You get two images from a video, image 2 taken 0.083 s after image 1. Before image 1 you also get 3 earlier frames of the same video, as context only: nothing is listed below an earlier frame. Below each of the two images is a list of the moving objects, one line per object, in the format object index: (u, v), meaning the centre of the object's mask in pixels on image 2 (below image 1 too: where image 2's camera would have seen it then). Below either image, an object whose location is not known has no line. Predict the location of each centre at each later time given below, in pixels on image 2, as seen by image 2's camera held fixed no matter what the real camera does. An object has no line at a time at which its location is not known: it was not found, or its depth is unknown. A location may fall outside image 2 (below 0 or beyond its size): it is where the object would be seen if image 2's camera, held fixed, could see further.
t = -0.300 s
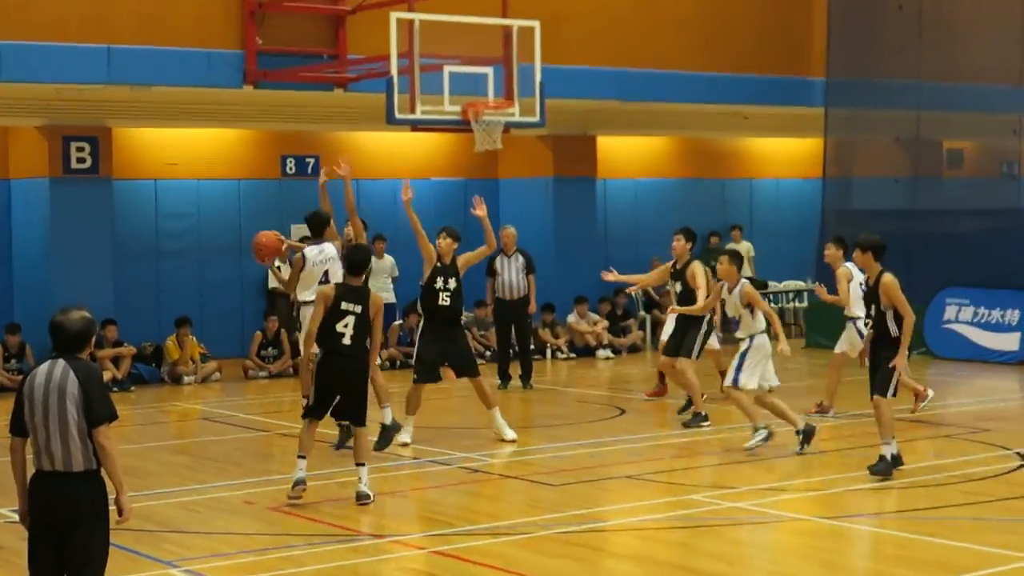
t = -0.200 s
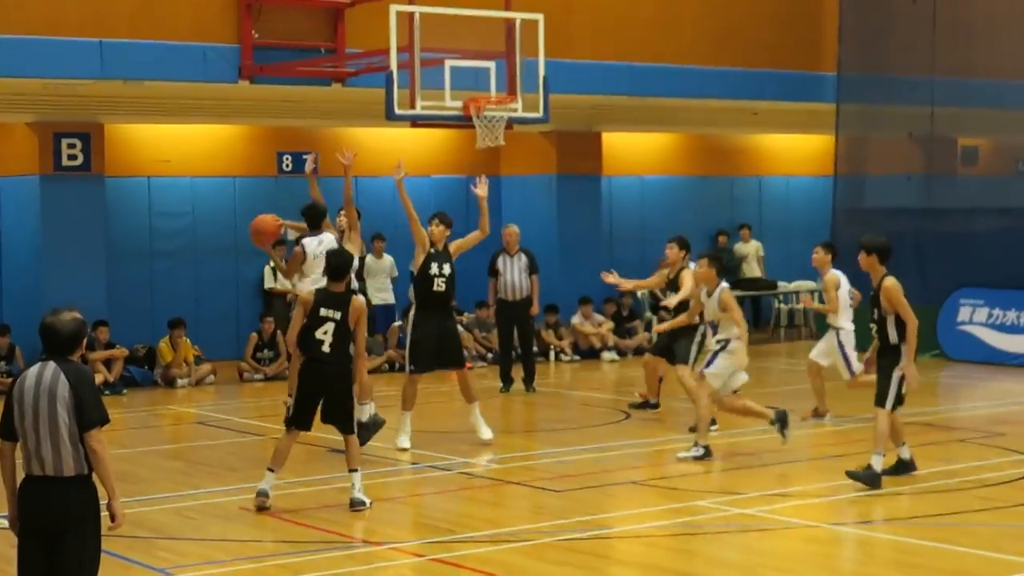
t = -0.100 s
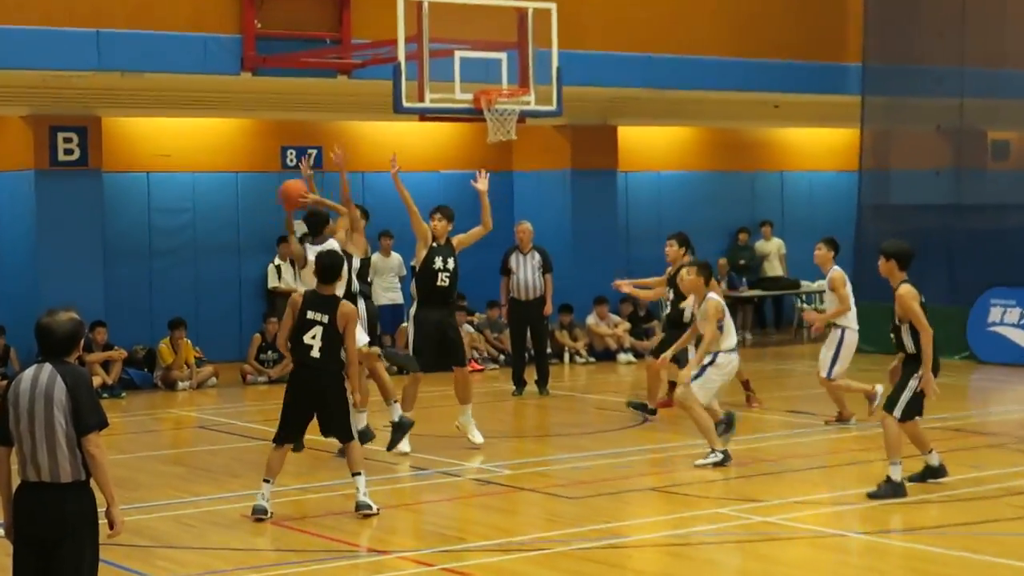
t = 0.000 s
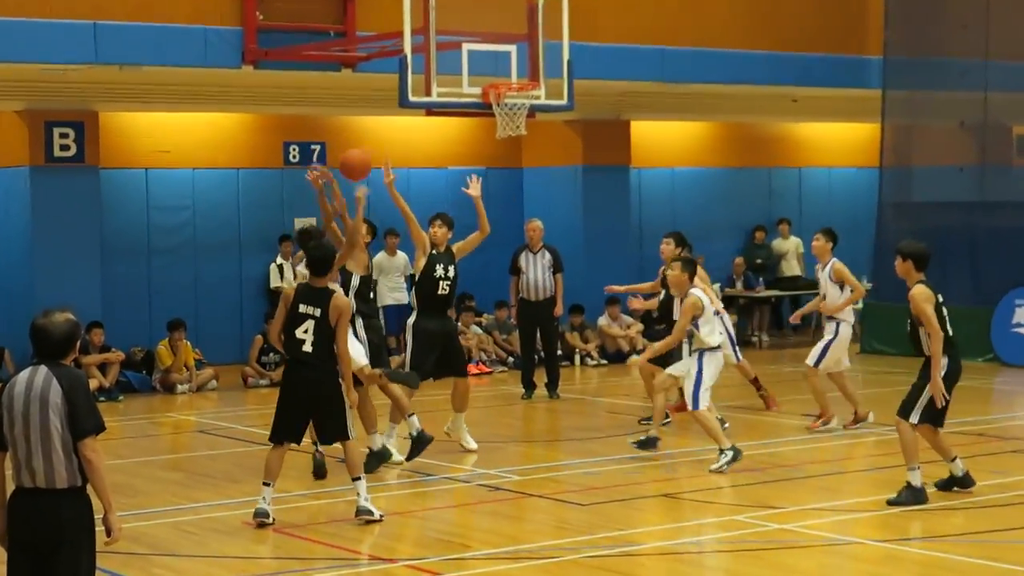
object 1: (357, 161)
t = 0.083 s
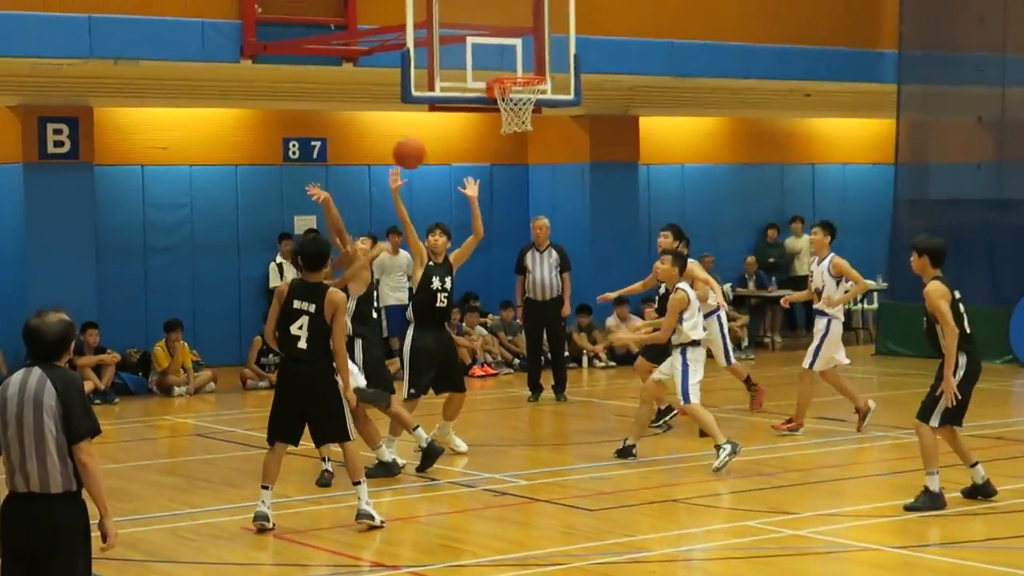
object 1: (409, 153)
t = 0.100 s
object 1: (419, 153)
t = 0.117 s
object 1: (430, 153)
